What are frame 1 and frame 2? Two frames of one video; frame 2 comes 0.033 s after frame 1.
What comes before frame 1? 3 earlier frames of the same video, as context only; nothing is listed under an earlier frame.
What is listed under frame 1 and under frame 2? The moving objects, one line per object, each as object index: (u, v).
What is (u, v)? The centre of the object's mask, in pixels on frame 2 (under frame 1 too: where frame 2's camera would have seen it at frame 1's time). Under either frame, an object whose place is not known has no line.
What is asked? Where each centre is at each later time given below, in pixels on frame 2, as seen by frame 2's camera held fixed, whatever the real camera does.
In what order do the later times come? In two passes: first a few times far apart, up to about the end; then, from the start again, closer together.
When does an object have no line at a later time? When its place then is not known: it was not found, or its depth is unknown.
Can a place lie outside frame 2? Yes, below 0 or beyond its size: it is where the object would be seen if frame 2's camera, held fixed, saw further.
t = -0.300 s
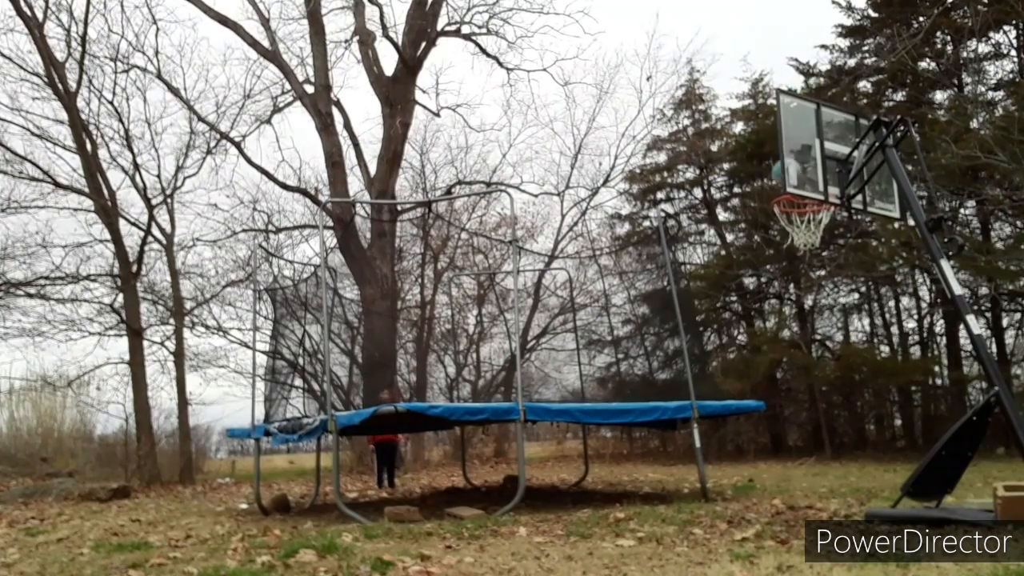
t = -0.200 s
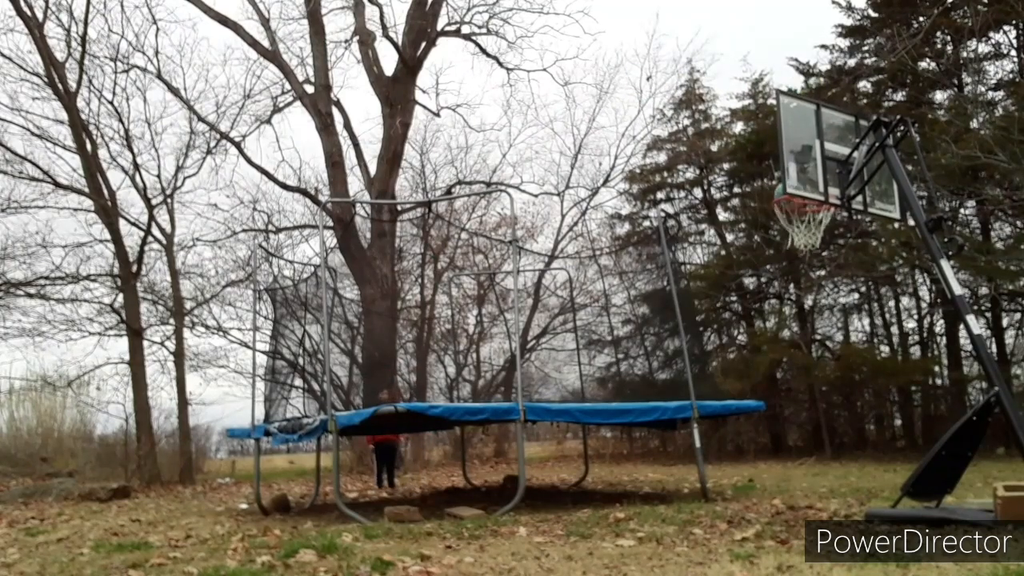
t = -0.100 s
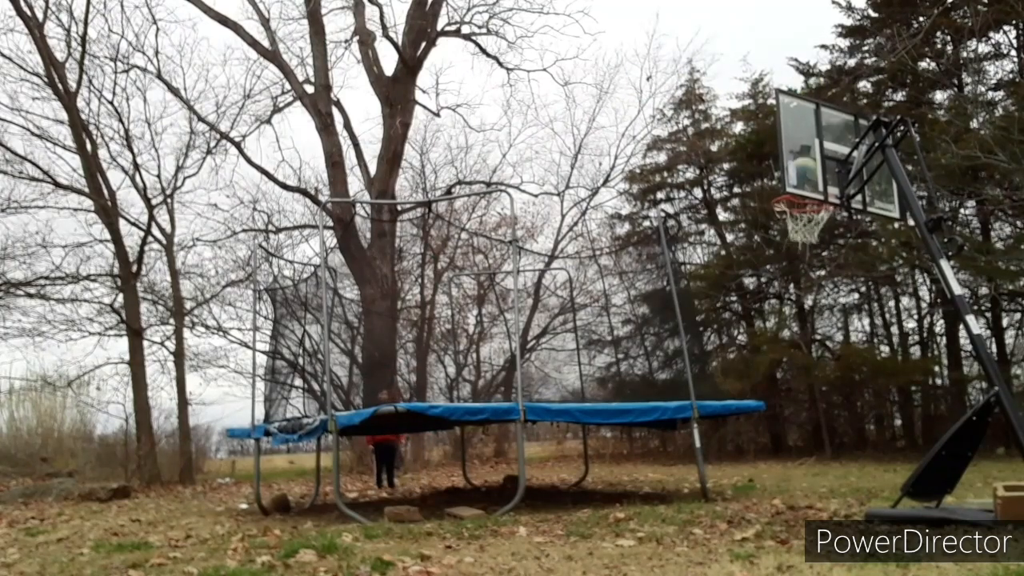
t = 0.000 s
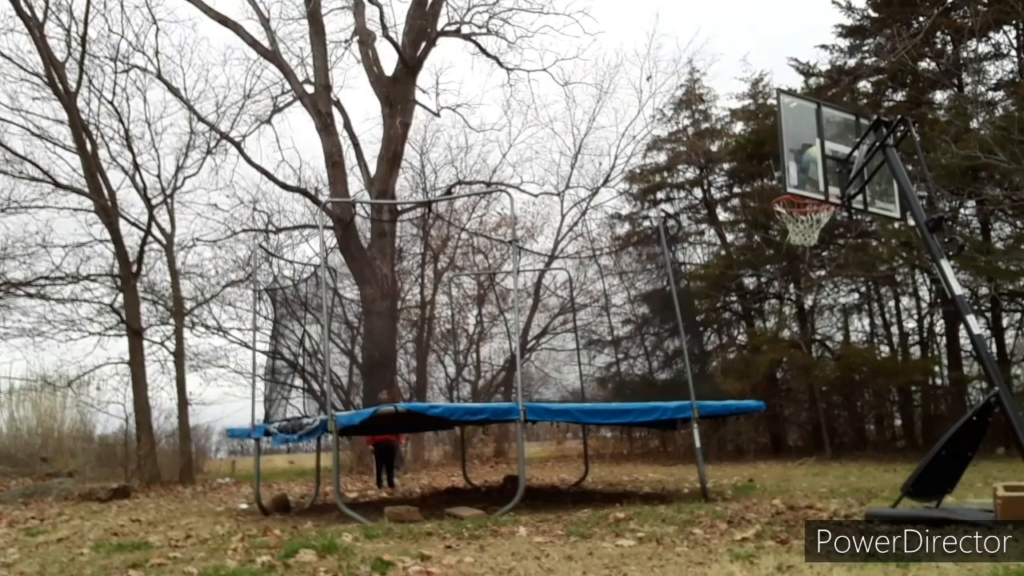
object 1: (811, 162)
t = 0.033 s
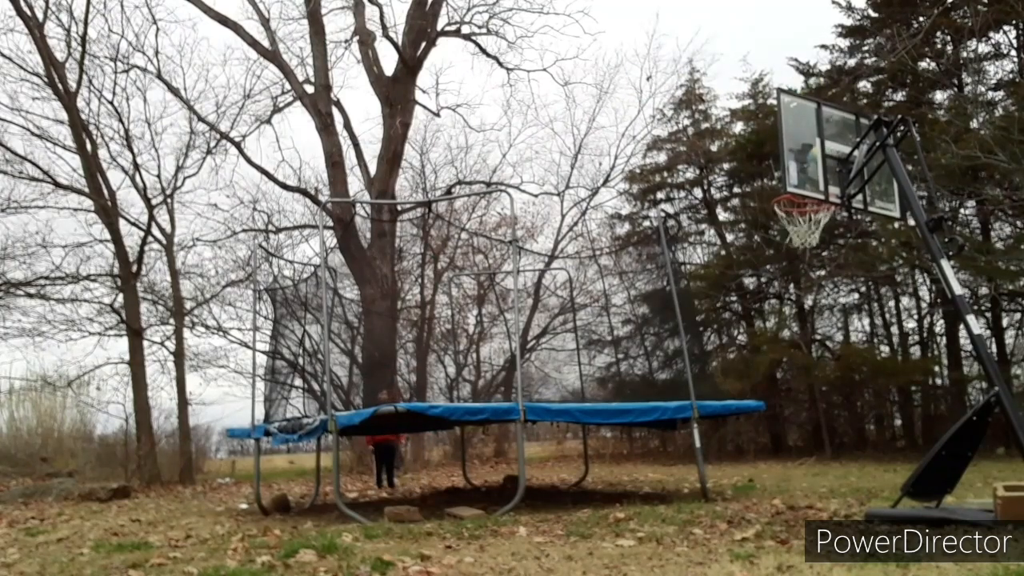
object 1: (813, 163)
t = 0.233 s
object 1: (819, 174)
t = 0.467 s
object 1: (802, 239)
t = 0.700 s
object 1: (795, 288)
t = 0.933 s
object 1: (792, 405)
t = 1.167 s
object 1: (791, 474)
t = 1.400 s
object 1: (791, 441)
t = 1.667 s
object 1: (797, 497)
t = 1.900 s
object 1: (805, 505)
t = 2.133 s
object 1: (809, 520)
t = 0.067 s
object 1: (814, 168)
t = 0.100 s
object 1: (814, 179)
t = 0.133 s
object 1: (813, 175)
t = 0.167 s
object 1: (813, 170)
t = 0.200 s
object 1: (821, 169)
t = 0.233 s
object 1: (819, 174)
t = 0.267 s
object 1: (812, 182)
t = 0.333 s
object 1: (808, 206)
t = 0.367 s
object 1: (807, 213)
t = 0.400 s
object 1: (805, 223)
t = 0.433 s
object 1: (805, 234)
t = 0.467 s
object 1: (802, 239)
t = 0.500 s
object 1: (801, 241)
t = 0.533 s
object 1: (799, 245)
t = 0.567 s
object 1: (798, 250)
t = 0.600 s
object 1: (797, 259)
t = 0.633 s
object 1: (796, 268)
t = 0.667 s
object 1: (795, 278)
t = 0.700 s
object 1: (795, 288)
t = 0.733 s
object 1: (794, 301)
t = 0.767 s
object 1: (793, 315)
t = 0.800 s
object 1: (793, 331)
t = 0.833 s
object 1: (792, 347)
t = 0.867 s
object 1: (792, 365)
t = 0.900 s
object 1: (792, 383)
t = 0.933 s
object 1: (792, 405)
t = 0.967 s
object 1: (792, 428)
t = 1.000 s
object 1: (792, 450)
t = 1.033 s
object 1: (792, 476)
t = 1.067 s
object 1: (792, 500)
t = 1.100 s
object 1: (792, 496)
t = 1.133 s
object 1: (791, 484)
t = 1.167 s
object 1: (791, 474)
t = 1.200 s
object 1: (791, 465)
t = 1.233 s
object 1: (790, 457)
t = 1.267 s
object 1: (790, 451)
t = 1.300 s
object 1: (790, 446)
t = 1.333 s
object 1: (790, 443)
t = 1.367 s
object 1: (791, 442)
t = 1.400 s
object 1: (791, 441)
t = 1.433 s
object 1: (791, 442)
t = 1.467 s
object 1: (791, 445)
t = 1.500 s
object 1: (792, 449)
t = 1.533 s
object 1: (793, 455)
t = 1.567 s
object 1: (794, 463)
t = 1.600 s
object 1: (795, 472)
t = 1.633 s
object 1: (796, 484)
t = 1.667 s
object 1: (797, 497)
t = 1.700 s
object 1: (799, 511)
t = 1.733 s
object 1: (799, 516)
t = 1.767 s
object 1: (800, 512)
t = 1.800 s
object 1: (801, 509)
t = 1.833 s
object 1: (803, 506)
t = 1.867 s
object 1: (804, 505)
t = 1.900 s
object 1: (805, 505)
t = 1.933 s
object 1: (806, 507)
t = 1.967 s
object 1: (806, 510)
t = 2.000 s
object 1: (806, 515)
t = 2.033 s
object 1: (806, 518)
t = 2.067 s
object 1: (807, 524)
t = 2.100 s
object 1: (808, 522)
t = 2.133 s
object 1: (809, 520)
